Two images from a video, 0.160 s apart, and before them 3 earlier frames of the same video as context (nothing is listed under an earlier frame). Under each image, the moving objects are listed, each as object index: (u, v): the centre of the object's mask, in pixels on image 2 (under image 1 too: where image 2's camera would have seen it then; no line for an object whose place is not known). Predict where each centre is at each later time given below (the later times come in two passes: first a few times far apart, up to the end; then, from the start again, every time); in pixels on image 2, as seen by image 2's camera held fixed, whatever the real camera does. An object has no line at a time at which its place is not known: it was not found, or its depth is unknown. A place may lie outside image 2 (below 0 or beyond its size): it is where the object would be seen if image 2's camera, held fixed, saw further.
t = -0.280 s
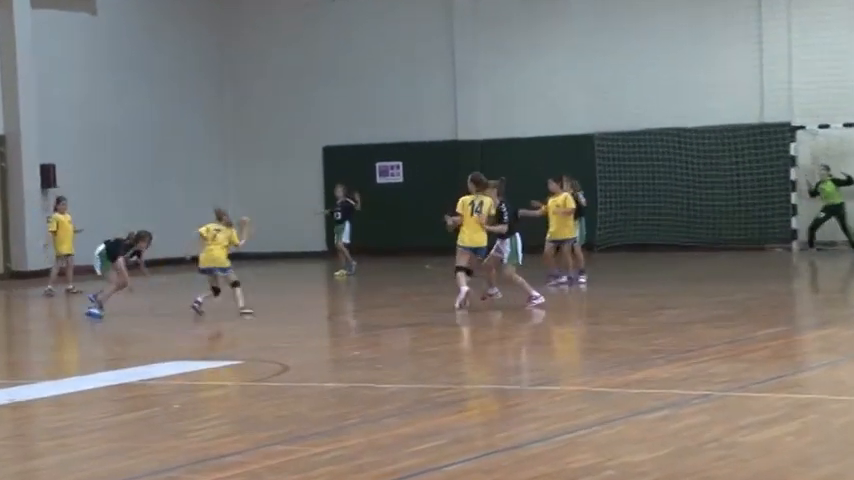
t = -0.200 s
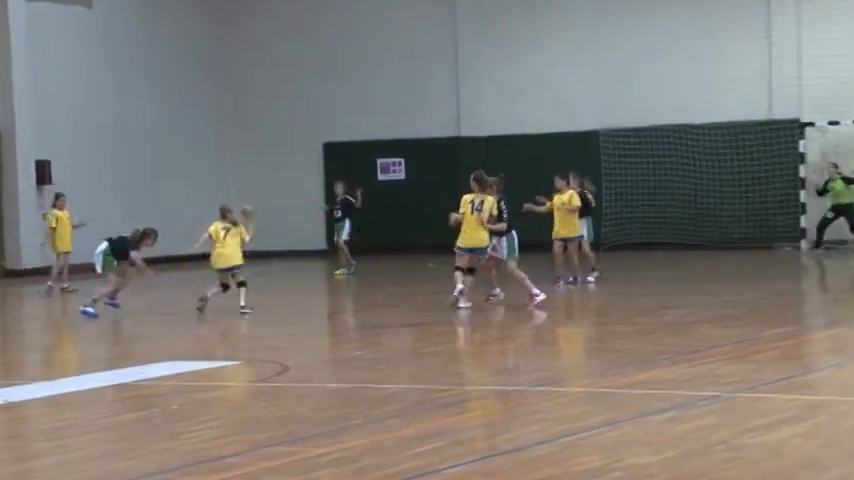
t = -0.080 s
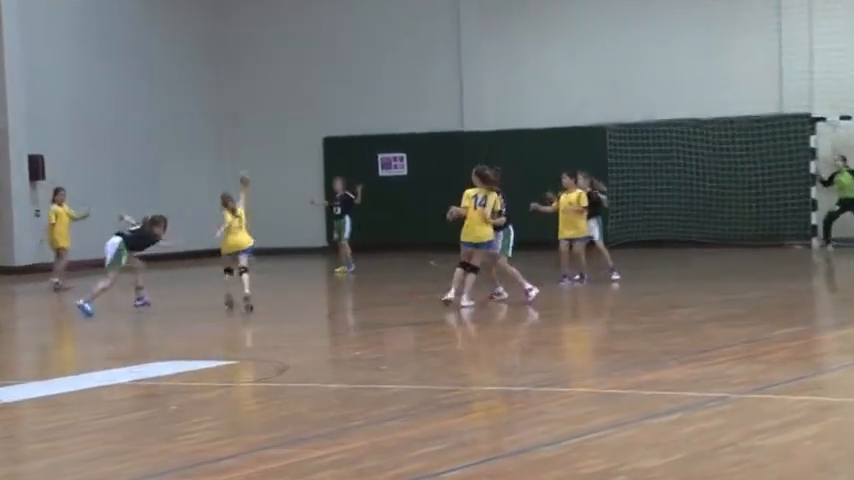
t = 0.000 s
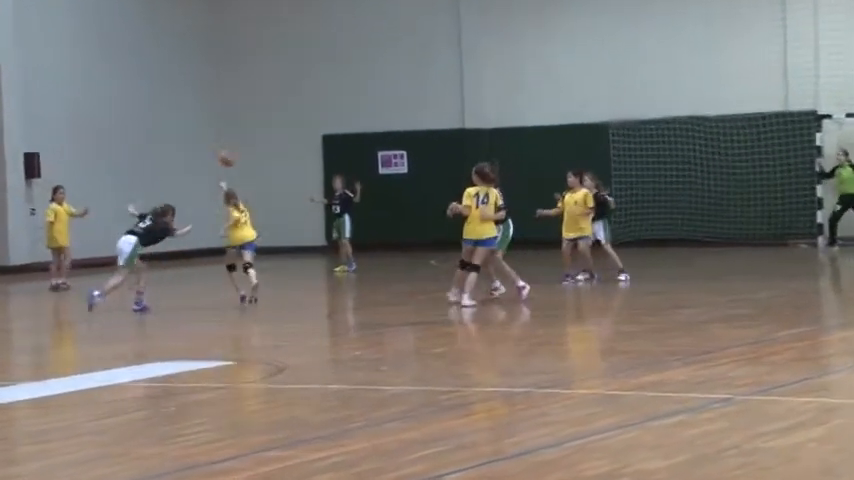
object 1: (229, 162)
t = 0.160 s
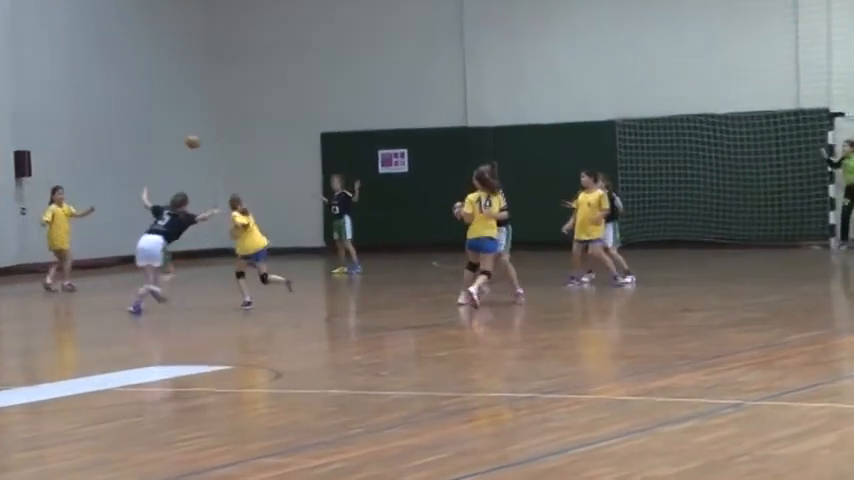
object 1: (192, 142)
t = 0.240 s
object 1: (176, 141)
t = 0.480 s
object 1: (127, 166)
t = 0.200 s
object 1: (183, 140)
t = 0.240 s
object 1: (176, 141)
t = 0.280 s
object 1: (167, 141)
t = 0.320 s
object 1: (159, 144)
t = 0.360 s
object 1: (150, 147)
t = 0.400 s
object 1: (145, 151)
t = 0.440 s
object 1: (133, 158)
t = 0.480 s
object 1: (127, 166)
